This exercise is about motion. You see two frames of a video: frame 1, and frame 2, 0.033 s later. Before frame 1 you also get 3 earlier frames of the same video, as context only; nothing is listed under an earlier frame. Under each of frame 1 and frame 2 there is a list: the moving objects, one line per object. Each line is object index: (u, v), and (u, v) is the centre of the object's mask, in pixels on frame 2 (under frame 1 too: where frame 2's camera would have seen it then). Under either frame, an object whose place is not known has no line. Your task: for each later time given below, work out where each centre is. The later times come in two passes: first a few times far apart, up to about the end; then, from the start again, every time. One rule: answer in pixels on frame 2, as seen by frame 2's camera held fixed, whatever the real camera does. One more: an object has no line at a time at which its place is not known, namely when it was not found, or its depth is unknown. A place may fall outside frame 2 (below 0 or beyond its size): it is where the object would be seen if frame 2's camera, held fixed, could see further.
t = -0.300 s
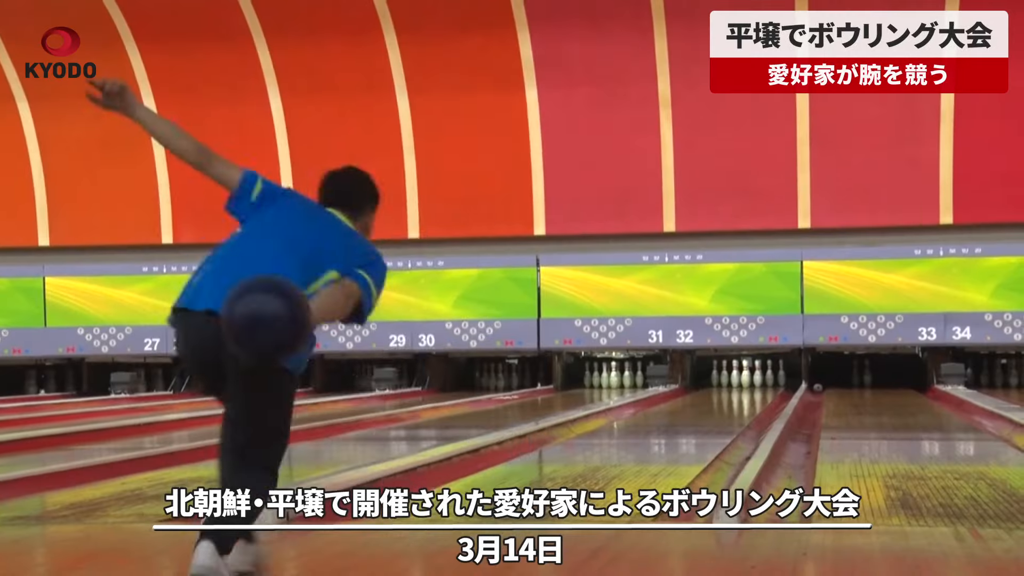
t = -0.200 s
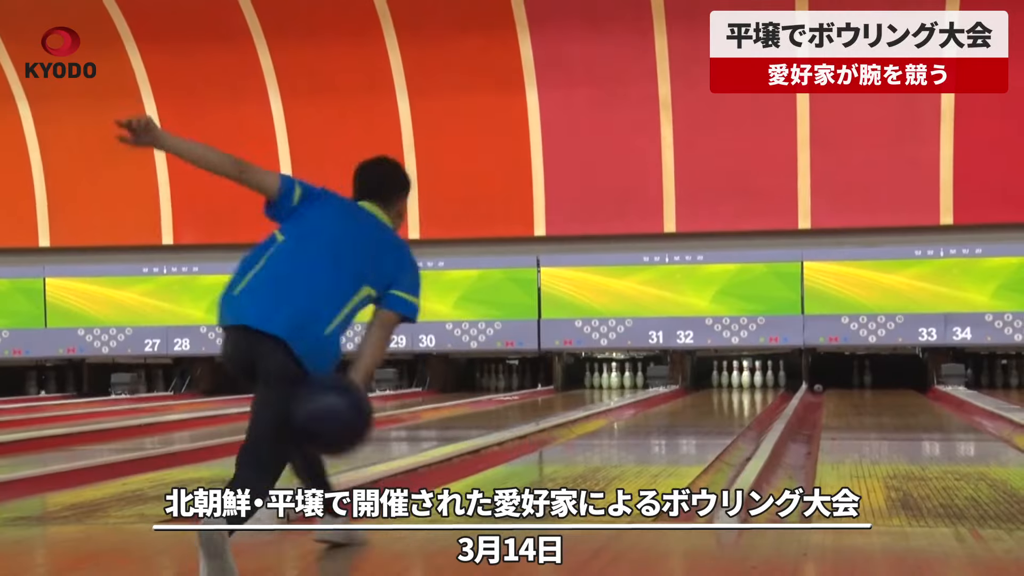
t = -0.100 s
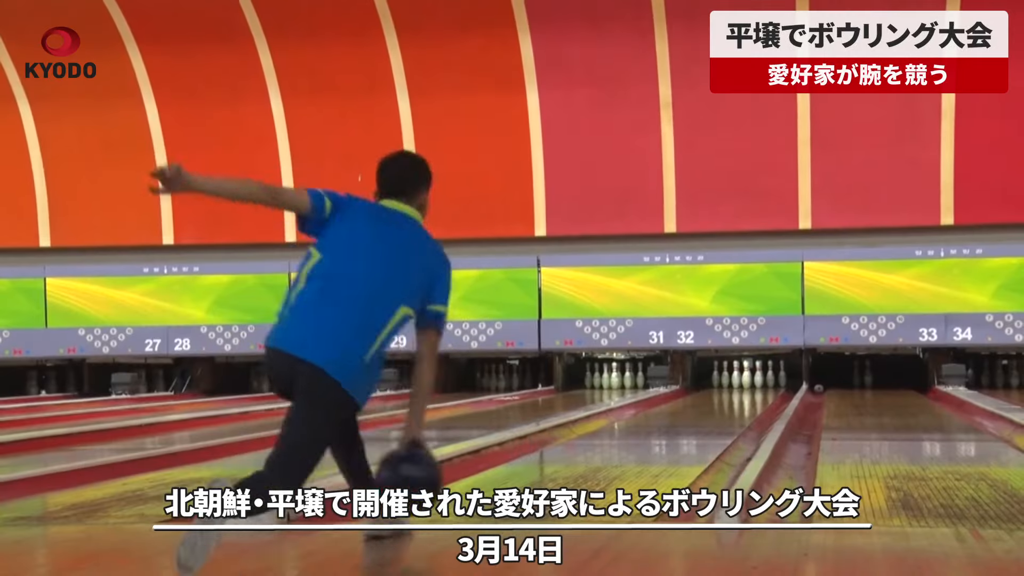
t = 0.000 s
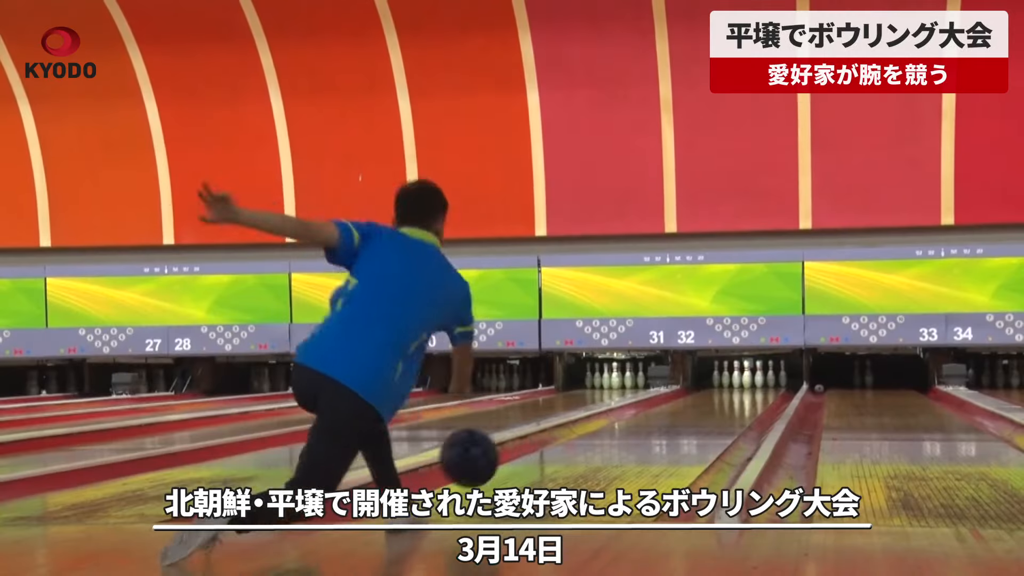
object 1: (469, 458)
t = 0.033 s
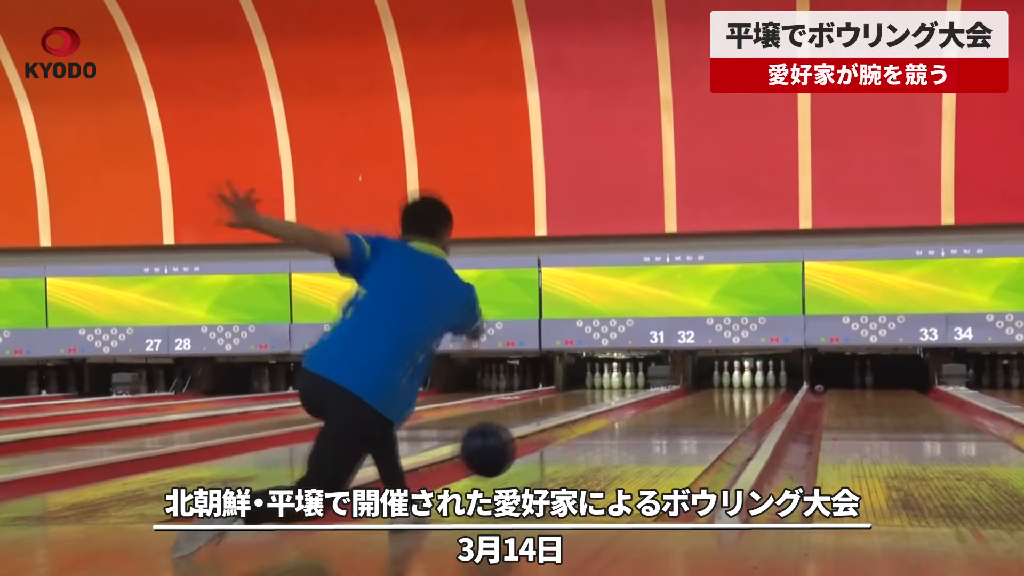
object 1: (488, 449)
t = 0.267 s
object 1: (569, 447)
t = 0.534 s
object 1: (627, 427)
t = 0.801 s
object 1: (664, 413)
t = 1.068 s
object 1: (691, 402)
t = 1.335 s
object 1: (710, 395)
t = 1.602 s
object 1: (726, 390)
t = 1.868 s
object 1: (738, 385)
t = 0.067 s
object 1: (500, 446)
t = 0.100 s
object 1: (514, 445)
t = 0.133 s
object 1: (529, 446)
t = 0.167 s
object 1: (538, 449)
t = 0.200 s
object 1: (550, 455)
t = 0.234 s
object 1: (561, 450)
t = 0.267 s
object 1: (569, 447)
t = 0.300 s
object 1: (578, 445)
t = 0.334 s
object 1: (587, 442)
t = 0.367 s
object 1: (594, 439)
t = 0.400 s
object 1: (601, 436)
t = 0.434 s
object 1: (609, 433)
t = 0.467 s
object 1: (615, 431)
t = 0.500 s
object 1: (621, 429)
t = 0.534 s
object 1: (627, 427)
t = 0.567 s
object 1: (633, 425)
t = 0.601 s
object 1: (637, 423)
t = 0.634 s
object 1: (643, 421)
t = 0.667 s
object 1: (648, 419)
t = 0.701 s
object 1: (652, 418)
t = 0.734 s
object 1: (656, 416)
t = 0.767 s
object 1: (661, 414)
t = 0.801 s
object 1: (664, 413)
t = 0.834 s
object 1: (669, 412)
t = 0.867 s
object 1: (672, 411)
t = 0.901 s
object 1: (676, 410)
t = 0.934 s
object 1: (679, 408)
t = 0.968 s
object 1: (682, 407)
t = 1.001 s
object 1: (685, 405)
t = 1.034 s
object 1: (688, 403)
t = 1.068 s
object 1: (691, 402)
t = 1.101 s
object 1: (693, 402)
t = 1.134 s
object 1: (696, 400)
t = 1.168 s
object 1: (699, 399)
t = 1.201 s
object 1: (701, 398)
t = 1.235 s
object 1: (703, 398)
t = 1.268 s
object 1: (705, 397)
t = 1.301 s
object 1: (708, 396)
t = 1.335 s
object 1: (710, 395)
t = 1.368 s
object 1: (713, 394)
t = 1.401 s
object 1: (715, 394)
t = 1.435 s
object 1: (717, 393)
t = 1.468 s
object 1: (719, 393)
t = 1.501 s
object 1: (721, 392)
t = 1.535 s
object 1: (723, 392)
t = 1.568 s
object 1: (724, 391)
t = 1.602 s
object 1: (726, 390)
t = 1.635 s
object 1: (728, 390)
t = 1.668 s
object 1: (730, 389)
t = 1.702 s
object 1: (731, 388)
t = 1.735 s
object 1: (733, 387)
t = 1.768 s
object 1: (734, 387)
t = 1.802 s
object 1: (736, 386)
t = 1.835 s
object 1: (737, 386)
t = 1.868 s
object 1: (738, 385)
